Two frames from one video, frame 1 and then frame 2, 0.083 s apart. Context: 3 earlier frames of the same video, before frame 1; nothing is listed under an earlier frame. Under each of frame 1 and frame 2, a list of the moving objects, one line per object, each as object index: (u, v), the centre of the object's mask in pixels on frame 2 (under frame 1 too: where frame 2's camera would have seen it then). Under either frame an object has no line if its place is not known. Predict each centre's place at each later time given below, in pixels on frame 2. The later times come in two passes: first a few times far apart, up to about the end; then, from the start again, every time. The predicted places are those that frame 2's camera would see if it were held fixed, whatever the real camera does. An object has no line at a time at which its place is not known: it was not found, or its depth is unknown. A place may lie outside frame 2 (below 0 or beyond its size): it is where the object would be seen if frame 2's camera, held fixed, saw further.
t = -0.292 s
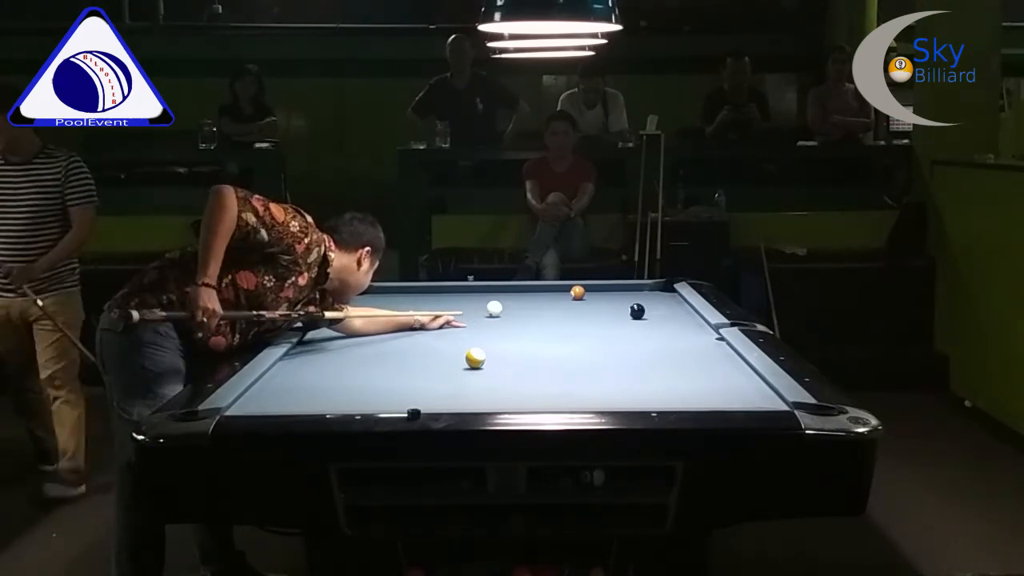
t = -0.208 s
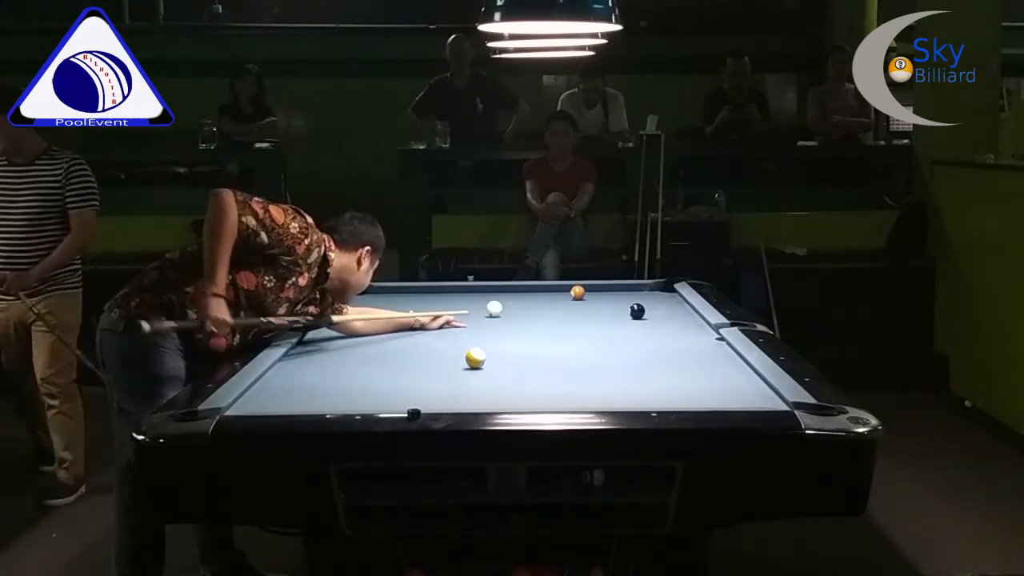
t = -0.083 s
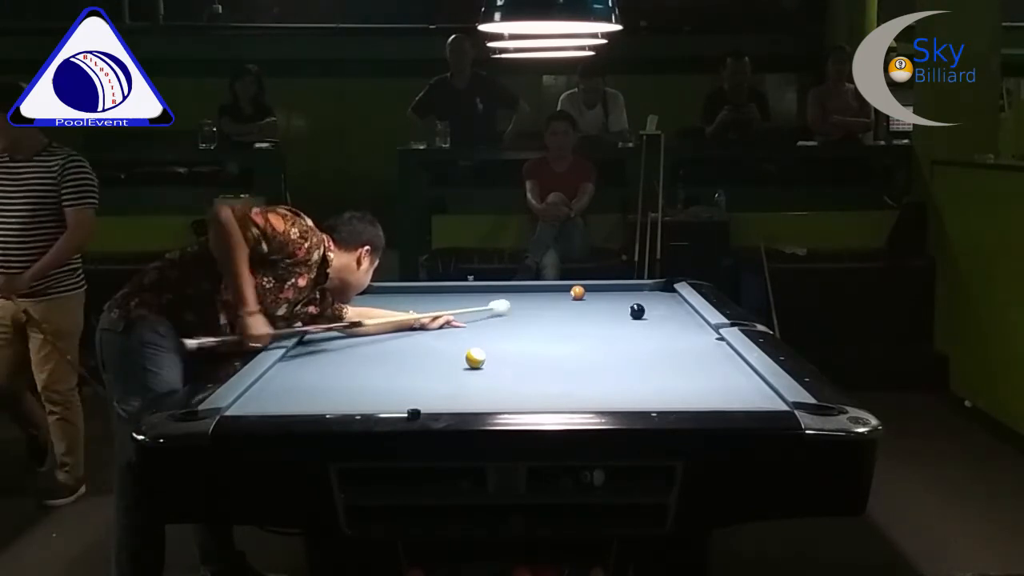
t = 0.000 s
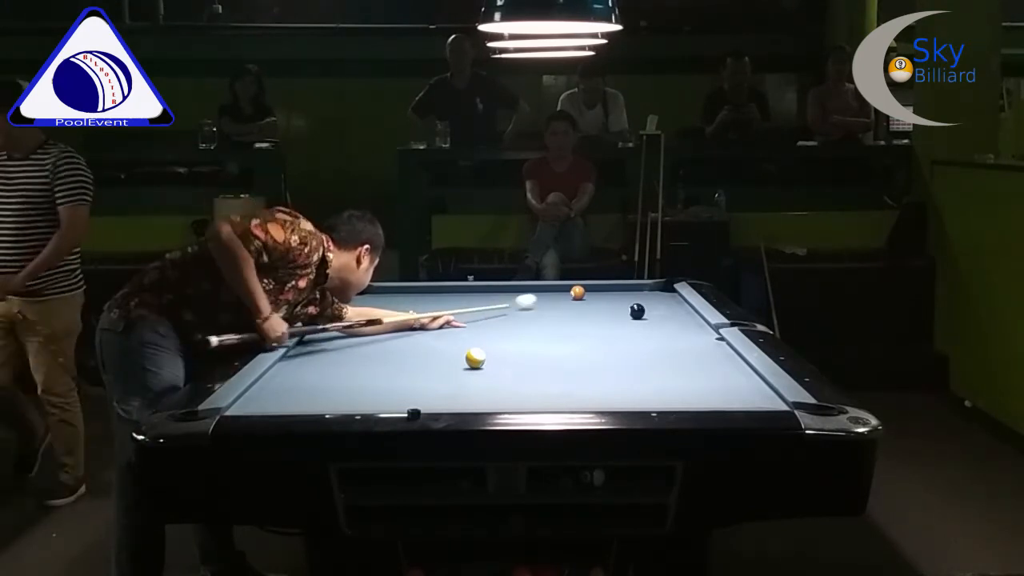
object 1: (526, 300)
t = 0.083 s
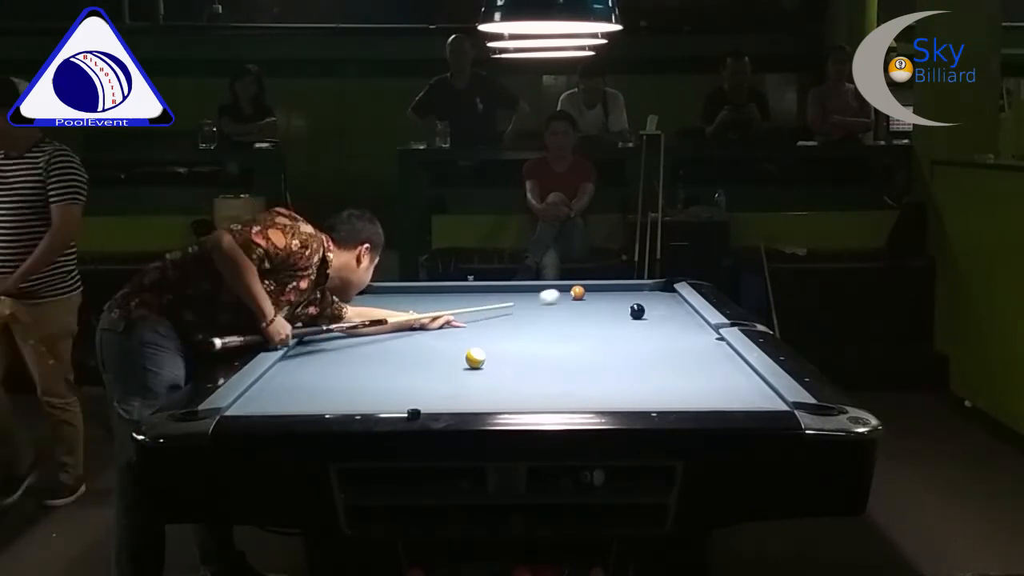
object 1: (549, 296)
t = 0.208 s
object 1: (558, 291)
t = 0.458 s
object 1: (553, 287)
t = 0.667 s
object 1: (557, 290)
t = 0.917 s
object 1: (560, 293)
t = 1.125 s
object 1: (564, 296)
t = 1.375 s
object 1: (568, 299)
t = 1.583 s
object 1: (571, 301)
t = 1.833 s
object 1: (574, 305)
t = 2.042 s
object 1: (578, 307)
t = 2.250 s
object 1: (581, 310)
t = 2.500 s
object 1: (585, 312)
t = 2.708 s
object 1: (588, 315)
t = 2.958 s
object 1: (591, 317)
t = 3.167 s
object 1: (594, 319)
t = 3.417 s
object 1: (597, 321)
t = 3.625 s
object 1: (599, 323)
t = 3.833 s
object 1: (602, 325)
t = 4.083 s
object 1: (604, 326)
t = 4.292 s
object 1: (605, 328)
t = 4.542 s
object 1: (606, 329)
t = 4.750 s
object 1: (607, 329)
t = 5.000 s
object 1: (609, 330)
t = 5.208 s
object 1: (610, 331)
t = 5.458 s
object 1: (610, 331)
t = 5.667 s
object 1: (610, 331)
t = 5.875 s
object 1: (610, 331)
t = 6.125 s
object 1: (610, 331)
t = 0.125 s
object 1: (560, 294)
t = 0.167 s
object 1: (562, 292)
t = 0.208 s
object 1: (558, 291)
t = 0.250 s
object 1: (556, 290)
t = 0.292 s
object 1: (554, 289)
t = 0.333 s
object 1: (553, 288)
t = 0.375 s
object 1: (553, 287)
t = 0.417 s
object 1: (553, 286)
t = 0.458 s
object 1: (553, 287)
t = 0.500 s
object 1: (554, 287)
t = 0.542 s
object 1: (555, 288)
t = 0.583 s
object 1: (555, 289)
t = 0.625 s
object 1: (556, 289)
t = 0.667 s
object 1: (557, 290)
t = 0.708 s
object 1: (557, 290)
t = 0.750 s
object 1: (558, 291)
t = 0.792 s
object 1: (558, 292)
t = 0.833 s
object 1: (559, 292)
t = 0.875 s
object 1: (560, 293)
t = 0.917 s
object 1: (560, 293)
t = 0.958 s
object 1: (561, 294)
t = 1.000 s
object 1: (562, 294)
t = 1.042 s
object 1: (562, 295)
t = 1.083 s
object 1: (563, 295)
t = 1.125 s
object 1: (564, 296)
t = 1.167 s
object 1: (564, 296)
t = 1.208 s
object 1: (565, 297)
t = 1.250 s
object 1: (566, 297)
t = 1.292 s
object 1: (566, 298)
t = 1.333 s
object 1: (567, 298)
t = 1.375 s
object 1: (568, 299)
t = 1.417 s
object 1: (568, 299)
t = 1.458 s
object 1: (569, 300)
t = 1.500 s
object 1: (570, 301)
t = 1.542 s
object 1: (570, 301)
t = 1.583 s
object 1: (571, 301)
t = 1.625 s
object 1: (571, 302)
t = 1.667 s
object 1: (572, 303)
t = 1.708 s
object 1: (573, 303)
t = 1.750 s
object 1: (573, 304)
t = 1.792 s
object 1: (574, 304)
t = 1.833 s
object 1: (574, 305)
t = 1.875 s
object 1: (575, 305)
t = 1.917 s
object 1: (576, 306)
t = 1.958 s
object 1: (577, 306)
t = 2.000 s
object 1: (577, 307)
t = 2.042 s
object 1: (578, 307)
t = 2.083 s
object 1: (579, 308)
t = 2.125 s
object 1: (579, 308)
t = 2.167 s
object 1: (580, 309)
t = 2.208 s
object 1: (581, 309)
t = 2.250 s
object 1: (581, 310)
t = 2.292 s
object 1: (582, 310)
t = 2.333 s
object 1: (583, 311)
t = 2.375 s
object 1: (583, 311)
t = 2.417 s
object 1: (584, 311)
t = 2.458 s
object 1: (584, 312)
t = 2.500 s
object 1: (585, 312)
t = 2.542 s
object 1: (585, 313)
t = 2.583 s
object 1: (586, 313)
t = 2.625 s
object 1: (587, 314)
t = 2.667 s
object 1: (587, 315)
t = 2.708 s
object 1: (588, 315)
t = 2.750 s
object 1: (588, 315)
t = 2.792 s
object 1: (589, 316)
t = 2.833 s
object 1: (590, 316)
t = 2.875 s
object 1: (590, 316)
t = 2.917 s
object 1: (591, 317)
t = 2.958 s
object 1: (591, 317)
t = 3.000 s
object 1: (592, 318)
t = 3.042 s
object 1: (592, 318)
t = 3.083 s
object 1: (593, 318)
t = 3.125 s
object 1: (593, 319)
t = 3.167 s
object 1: (594, 319)
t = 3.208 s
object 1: (594, 320)
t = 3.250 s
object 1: (595, 320)
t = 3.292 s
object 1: (595, 321)
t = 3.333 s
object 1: (596, 321)
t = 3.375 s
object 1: (596, 321)
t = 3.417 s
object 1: (597, 321)
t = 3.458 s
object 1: (597, 322)
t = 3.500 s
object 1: (598, 322)
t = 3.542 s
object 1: (598, 323)
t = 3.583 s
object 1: (599, 323)
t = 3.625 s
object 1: (599, 323)
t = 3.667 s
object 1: (600, 324)
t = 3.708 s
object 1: (600, 324)
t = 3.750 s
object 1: (601, 324)
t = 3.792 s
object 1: (601, 324)
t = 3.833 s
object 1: (602, 325)
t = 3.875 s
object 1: (602, 325)
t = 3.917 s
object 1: (603, 325)
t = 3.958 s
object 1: (603, 325)
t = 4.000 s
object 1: (603, 326)
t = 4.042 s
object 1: (604, 326)
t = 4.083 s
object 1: (604, 326)
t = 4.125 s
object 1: (604, 327)
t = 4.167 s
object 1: (605, 327)
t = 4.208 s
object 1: (605, 327)
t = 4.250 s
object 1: (605, 327)
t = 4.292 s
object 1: (605, 328)
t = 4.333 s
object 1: (605, 328)
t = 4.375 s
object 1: (605, 328)
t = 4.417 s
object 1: (606, 328)
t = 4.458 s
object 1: (606, 329)
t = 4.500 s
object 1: (606, 329)
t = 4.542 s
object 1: (606, 329)
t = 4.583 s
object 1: (606, 329)
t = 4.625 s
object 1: (606, 329)
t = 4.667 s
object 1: (607, 329)
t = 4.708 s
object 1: (607, 329)
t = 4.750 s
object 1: (607, 329)
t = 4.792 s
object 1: (607, 330)
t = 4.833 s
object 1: (608, 330)
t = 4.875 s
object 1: (608, 330)
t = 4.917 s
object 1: (608, 330)
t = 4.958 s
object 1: (609, 330)
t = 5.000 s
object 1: (609, 330)
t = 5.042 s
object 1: (609, 330)
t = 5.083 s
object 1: (609, 331)
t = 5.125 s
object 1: (609, 331)
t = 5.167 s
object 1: (610, 331)
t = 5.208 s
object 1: (610, 331)
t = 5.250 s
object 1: (610, 331)
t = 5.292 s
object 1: (610, 331)
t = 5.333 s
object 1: (610, 331)
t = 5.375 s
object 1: (610, 331)
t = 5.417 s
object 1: (610, 331)
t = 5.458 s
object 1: (610, 331)
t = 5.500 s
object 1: (610, 331)
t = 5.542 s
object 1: (610, 331)
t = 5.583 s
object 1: (610, 331)
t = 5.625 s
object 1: (610, 331)
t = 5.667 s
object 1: (610, 331)
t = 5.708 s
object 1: (610, 331)
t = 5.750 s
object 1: (610, 331)
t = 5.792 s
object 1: (610, 331)
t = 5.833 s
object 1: (610, 331)
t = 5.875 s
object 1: (610, 331)
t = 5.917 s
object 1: (610, 331)
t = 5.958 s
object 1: (610, 331)
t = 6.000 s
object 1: (610, 331)
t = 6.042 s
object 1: (610, 331)
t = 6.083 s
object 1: (610, 331)
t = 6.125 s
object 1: (610, 331)
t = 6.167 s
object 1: (610, 331)
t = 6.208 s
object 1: (610, 331)
